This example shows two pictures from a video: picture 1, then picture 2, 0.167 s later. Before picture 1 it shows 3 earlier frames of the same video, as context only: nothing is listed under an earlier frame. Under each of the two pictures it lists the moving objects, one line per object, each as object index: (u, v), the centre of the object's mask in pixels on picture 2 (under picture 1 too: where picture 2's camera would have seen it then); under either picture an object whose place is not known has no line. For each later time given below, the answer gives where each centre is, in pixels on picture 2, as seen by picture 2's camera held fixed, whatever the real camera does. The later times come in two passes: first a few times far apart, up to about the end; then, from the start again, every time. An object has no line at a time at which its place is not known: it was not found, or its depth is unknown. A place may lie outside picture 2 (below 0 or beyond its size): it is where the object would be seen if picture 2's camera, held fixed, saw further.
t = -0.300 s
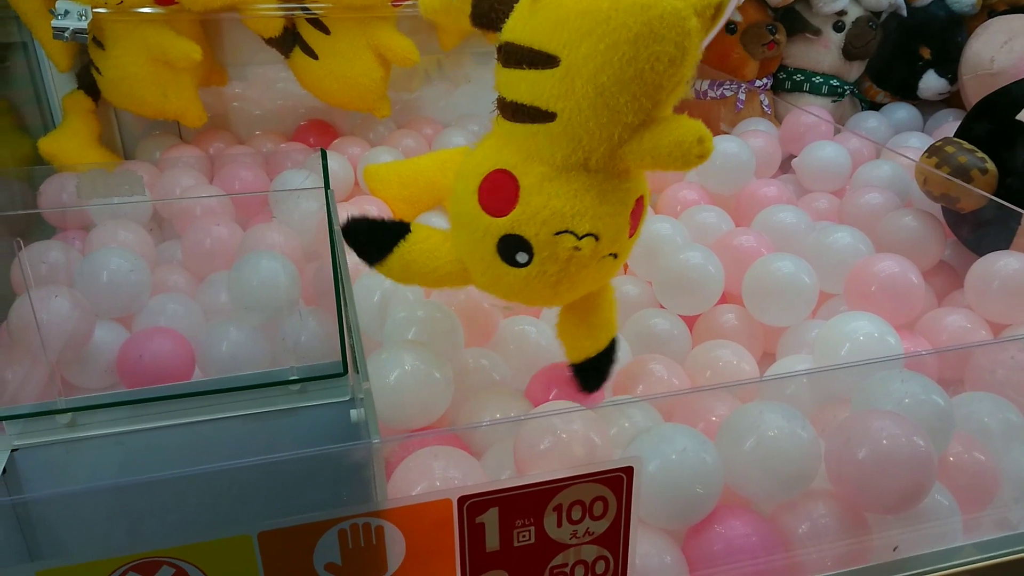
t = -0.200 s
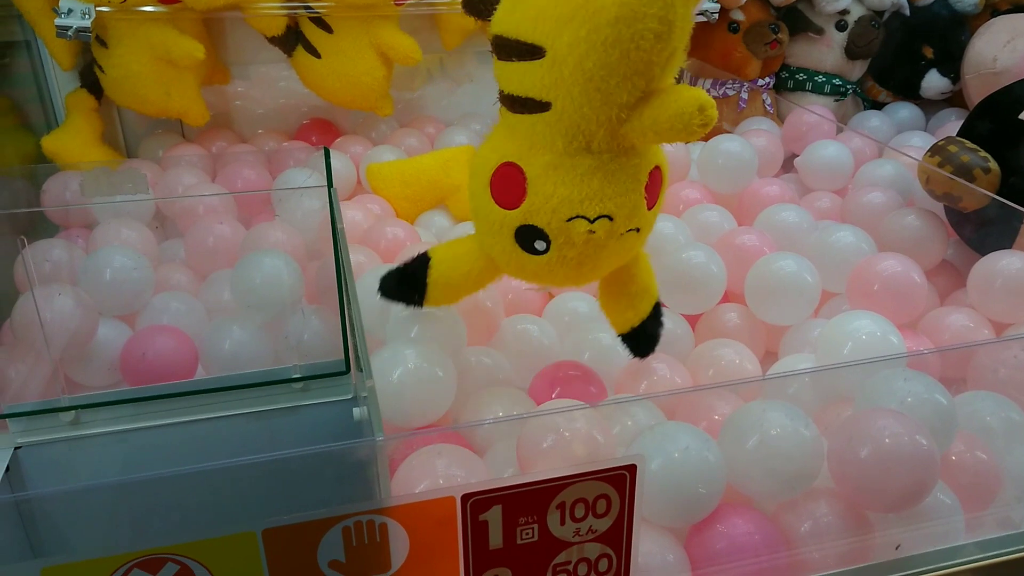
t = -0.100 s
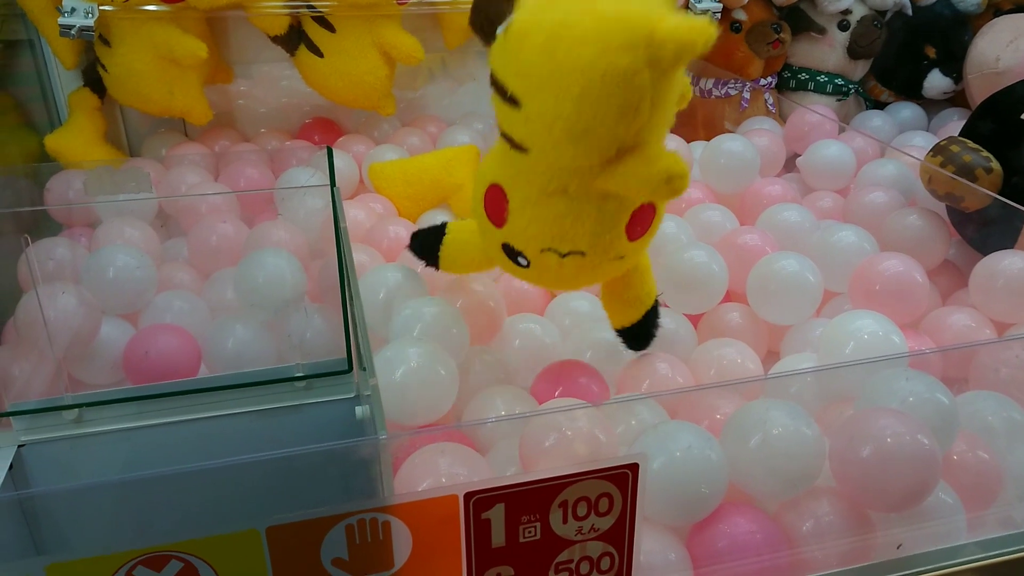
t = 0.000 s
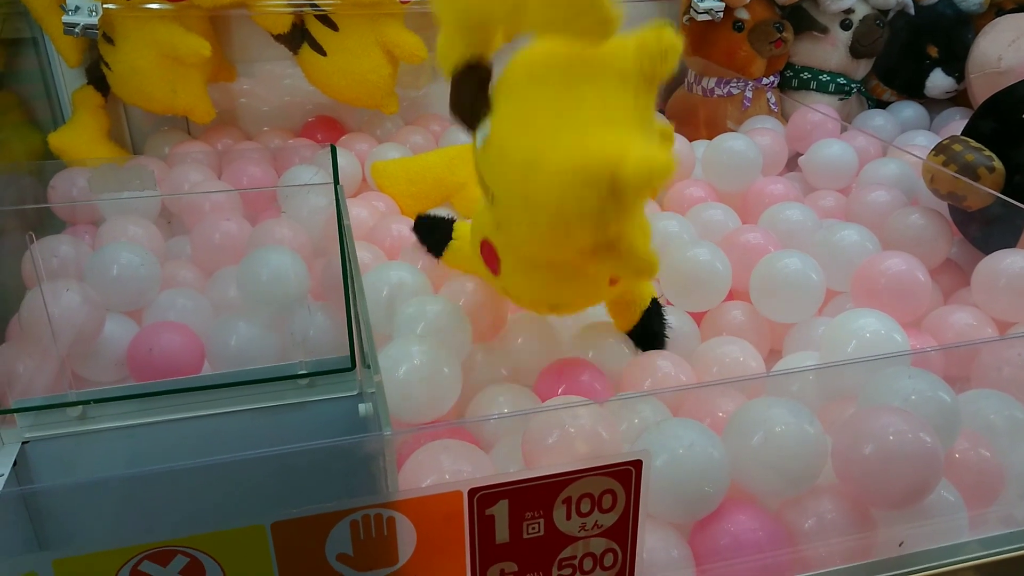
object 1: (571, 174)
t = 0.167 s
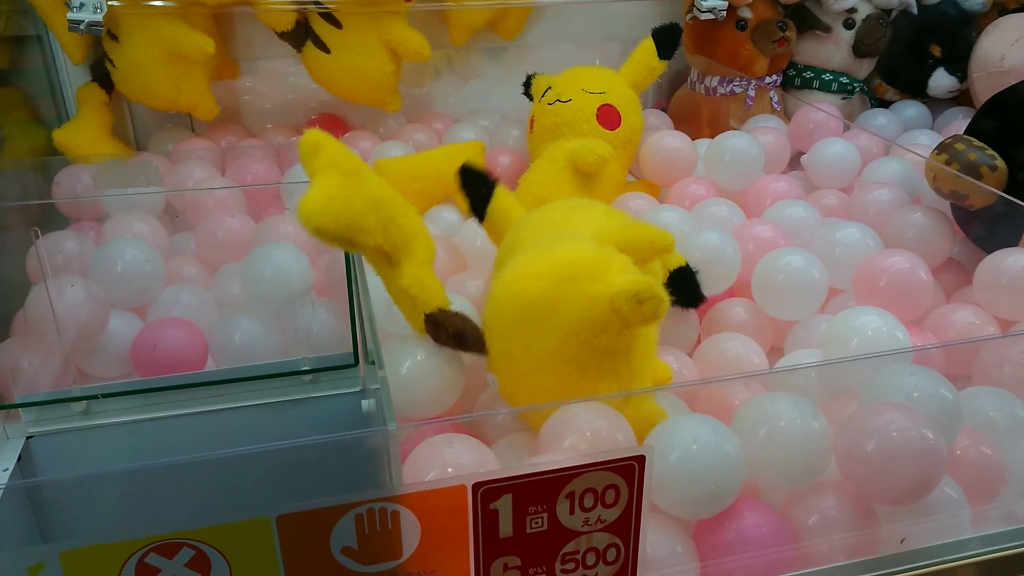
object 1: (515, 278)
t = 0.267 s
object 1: (522, 282)
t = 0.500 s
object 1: (525, 287)
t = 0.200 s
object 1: (516, 280)
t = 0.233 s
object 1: (524, 283)
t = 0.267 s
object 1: (522, 282)
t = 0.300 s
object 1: (518, 281)
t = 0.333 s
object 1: (523, 282)
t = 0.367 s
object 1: (523, 284)
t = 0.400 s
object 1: (522, 284)
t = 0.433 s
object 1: (525, 287)
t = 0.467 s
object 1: (525, 287)
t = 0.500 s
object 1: (525, 287)
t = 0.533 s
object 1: (525, 287)
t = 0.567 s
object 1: (526, 288)
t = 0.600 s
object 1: (526, 288)
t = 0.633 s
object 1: (526, 288)
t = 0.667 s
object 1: (527, 288)
